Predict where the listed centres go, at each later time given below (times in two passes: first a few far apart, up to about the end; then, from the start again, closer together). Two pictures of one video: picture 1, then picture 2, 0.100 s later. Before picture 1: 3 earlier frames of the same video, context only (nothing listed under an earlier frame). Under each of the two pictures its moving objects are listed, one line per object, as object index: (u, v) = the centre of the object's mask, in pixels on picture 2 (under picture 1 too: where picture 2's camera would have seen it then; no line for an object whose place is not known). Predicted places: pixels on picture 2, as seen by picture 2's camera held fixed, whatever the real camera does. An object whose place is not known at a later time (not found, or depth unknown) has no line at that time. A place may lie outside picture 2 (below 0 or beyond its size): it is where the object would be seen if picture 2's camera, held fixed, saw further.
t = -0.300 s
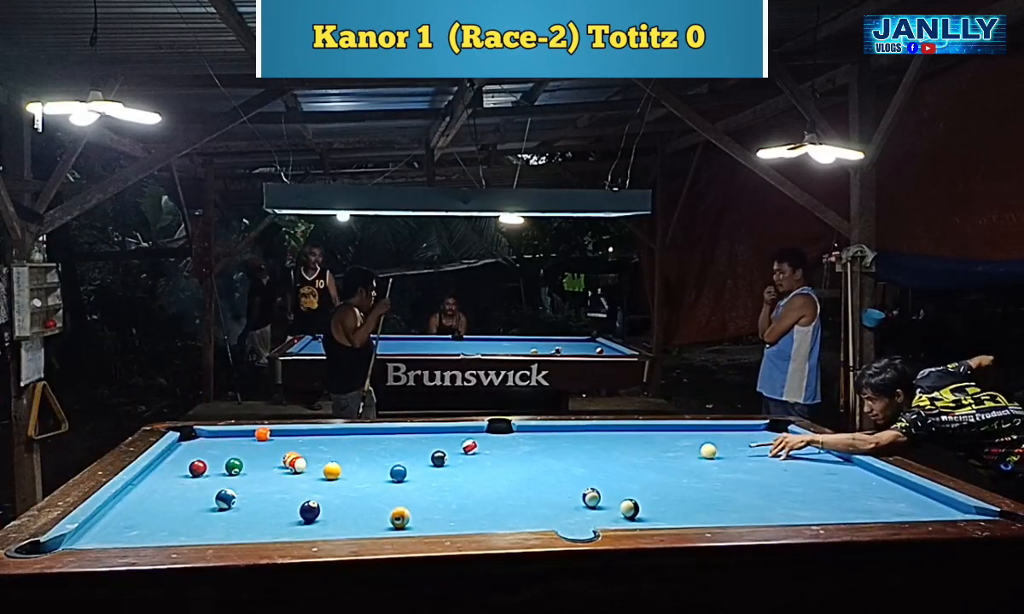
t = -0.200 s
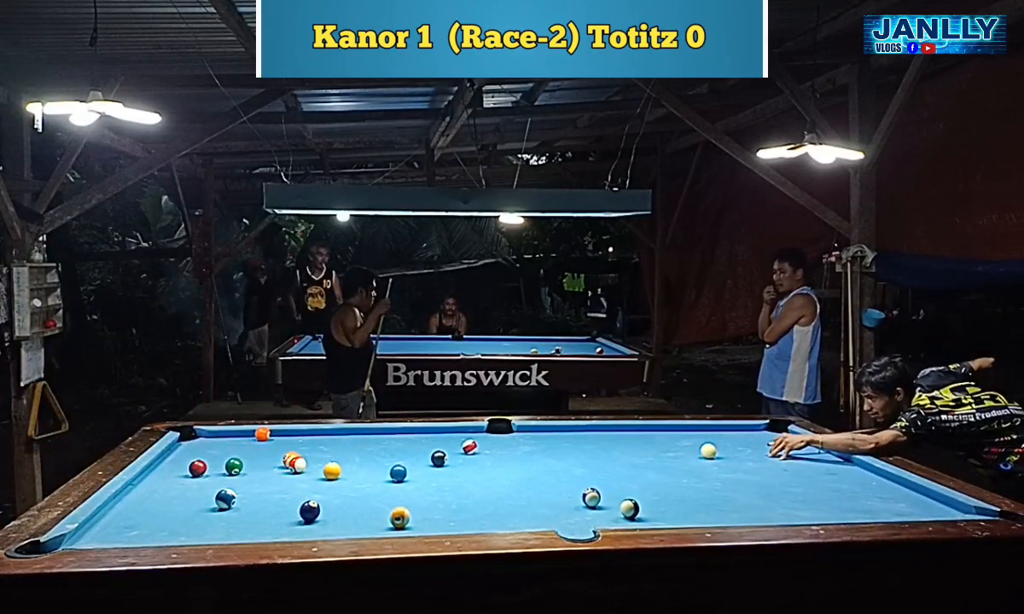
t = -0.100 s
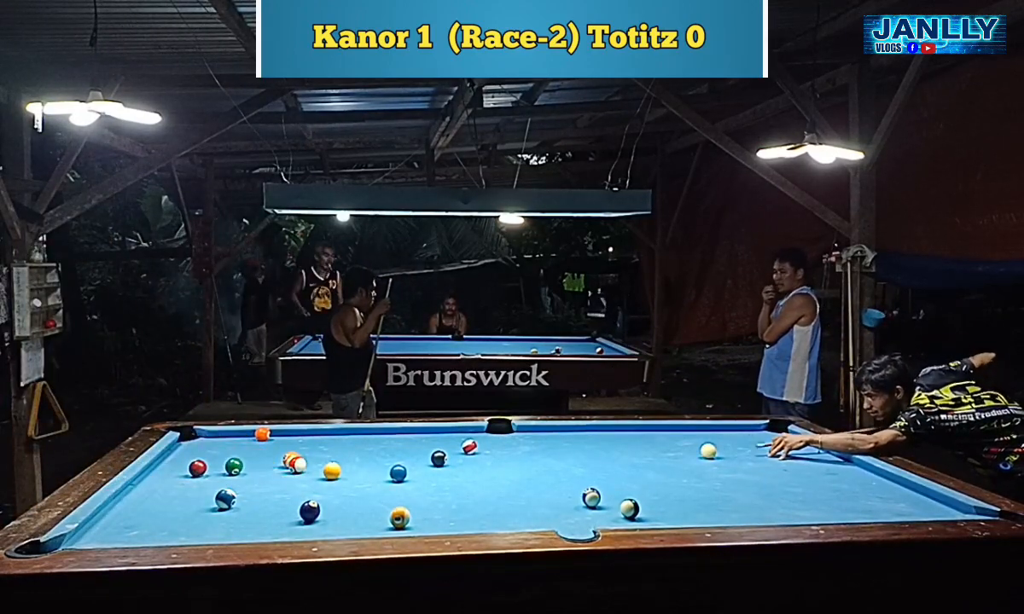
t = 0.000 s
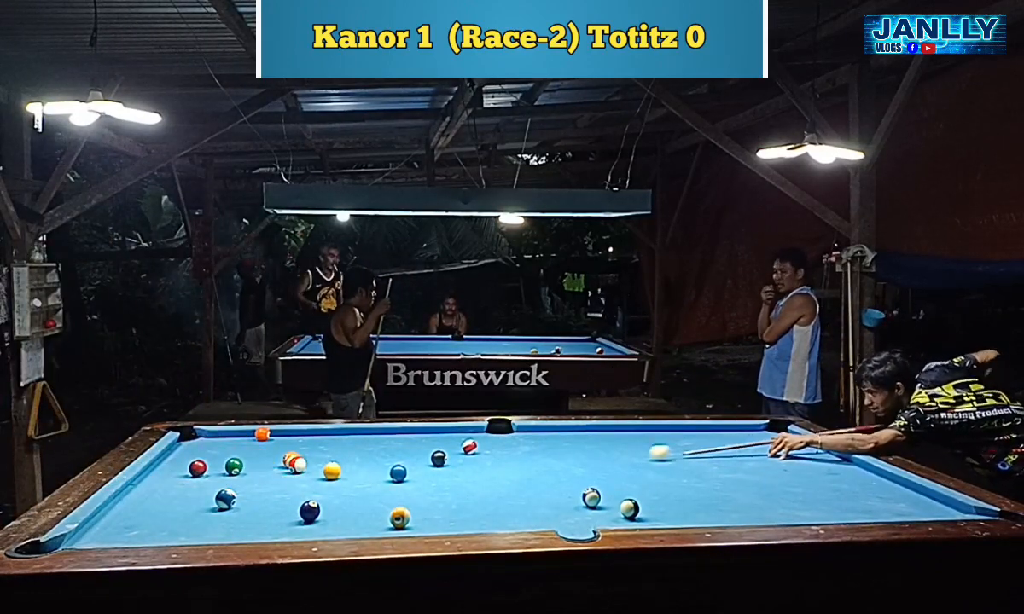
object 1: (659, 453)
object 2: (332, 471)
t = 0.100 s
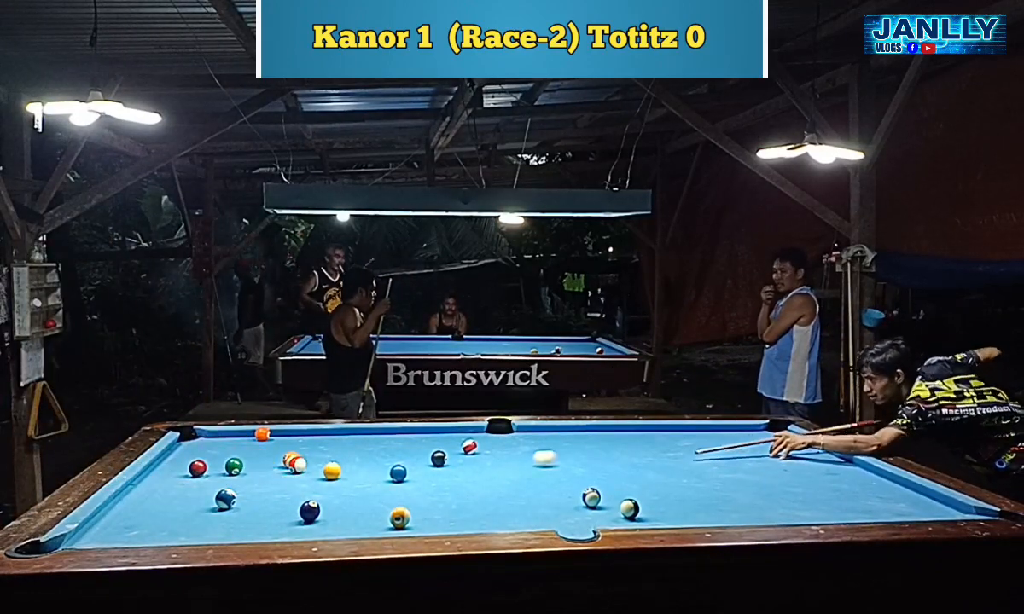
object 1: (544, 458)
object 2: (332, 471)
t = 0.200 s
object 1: (424, 465)
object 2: (332, 471)
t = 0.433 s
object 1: (335, 471)
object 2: (144, 482)
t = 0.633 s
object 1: (305, 472)
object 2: (278, 485)
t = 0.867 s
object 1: (270, 474)
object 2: (414, 487)
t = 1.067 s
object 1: (241, 475)
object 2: (527, 489)
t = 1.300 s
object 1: (208, 476)
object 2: (657, 493)
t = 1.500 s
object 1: (182, 476)
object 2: (769, 497)
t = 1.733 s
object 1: (152, 477)
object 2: (898, 500)
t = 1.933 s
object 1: (154, 475)
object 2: (919, 504)
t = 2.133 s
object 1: (168, 472)
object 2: (875, 506)
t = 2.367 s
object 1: (180, 469)
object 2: (823, 508)
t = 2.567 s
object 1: (183, 467)
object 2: (778, 510)
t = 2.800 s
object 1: (186, 466)
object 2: (726, 512)
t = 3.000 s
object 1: (189, 465)
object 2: (681, 513)
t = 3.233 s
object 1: (192, 463)
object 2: (628, 513)
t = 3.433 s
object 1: (192, 464)
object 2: (584, 518)
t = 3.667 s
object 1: (194, 463)
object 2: (533, 518)
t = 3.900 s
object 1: (193, 463)
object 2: (482, 521)
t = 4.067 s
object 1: (193, 463)
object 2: (445, 523)
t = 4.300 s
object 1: (193, 463)
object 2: (395, 525)
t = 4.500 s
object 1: (194, 463)
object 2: (352, 527)
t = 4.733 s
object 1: (194, 463)
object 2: (302, 530)
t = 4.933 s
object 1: (194, 463)
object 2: (262, 531)
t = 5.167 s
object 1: (194, 463)
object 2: (216, 533)
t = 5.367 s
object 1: (194, 463)
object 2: (178, 534)
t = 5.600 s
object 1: (194, 463)
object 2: (136, 535)
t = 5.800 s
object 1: (194, 463)
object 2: (101, 536)
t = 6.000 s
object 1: (194, 463)
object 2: (67, 539)
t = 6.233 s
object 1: (194, 463)
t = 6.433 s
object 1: (194, 464)
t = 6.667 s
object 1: (194, 463)
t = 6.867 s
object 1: (194, 463)
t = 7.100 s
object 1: (194, 463)
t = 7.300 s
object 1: (194, 463)
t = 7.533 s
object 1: (194, 463)
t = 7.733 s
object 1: (194, 463)
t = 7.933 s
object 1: (194, 463)
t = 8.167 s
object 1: (194, 463)
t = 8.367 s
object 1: (194, 463)
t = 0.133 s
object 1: (505, 461)
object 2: (332, 471)
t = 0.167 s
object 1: (464, 463)
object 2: (332, 471)
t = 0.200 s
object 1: (424, 465)
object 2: (332, 471)
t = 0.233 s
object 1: (382, 467)
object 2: (332, 471)
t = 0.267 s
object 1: (349, 469)
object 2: (327, 471)
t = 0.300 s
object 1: (348, 470)
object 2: (286, 473)
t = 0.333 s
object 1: (346, 470)
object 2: (245, 475)
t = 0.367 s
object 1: (343, 470)
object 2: (204, 478)
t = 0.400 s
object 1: (340, 471)
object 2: (164, 480)
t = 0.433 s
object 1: (335, 471)
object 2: (144, 482)
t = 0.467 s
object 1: (330, 471)
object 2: (169, 482)
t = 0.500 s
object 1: (325, 471)
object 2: (193, 483)
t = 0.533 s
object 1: (320, 472)
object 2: (216, 483)
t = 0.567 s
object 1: (315, 472)
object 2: (237, 483)
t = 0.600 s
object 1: (310, 472)
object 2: (259, 483)
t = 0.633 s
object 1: (305, 472)
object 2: (278, 485)
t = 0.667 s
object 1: (300, 468)
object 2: (298, 485)
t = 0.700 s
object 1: (295, 473)
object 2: (318, 485)
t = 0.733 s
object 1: (290, 473)
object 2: (337, 486)
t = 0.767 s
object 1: (285, 473)
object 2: (356, 486)
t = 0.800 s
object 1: (280, 473)
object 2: (375, 486)
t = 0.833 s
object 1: (275, 474)
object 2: (395, 486)
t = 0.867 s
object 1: (270, 474)
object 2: (414, 487)
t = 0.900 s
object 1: (265, 474)
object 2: (433, 487)
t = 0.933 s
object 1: (260, 474)
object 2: (452, 488)
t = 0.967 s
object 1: (256, 474)
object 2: (470, 488)
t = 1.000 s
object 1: (251, 474)
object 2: (489, 488)
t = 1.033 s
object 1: (246, 475)
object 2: (509, 489)
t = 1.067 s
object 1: (241, 475)
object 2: (527, 489)
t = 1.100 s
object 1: (236, 475)
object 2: (546, 490)
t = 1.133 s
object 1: (232, 475)
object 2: (564, 490)
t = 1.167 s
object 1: (227, 475)
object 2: (581, 489)
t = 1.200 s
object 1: (222, 475)
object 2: (603, 491)
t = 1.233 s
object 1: (218, 475)
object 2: (620, 491)
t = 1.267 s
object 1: (213, 475)
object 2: (639, 492)
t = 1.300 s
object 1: (208, 476)
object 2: (657, 493)
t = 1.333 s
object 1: (204, 476)
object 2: (676, 494)
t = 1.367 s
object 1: (199, 476)
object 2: (695, 494)
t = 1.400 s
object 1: (195, 476)
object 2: (713, 495)
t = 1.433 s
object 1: (190, 476)
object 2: (732, 496)
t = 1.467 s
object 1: (186, 476)
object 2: (751, 496)
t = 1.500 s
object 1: (182, 476)
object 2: (769, 497)
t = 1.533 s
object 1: (177, 476)
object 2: (788, 498)
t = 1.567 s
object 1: (173, 477)
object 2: (806, 498)
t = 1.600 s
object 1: (168, 477)
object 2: (825, 498)
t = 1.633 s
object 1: (164, 477)
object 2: (843, 499)
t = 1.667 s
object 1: (160, 477)
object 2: (862, 499)
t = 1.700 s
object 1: (156, 477)
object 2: (880, 500)
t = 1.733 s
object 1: (152, 477)
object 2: (898, 500)
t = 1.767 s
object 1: (147, 477)
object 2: (917, 501)
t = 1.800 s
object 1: (144, 477)
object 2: (935, 501)
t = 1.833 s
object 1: (146, 477)
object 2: (948, 502)
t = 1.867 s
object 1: (149, 476)
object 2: (938, 502)
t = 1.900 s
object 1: (152, 476)
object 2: (929, 503)
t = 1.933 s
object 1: (154, 475)
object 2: (919, 504)
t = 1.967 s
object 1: (157, 474)
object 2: (911, 505)
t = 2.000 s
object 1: (159, 474)
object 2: (904, 505)
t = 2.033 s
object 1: (161, 474)
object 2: (897, 505)
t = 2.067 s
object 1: (163, 473)
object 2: (889, 505)
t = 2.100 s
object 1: (166, 473)
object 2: (882, 506)
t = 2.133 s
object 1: (168, 472)
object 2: (875, 506)
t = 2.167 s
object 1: (170, 472)
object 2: (867, 506)
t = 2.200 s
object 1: (173, 471)
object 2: (860, 506)
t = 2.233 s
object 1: (174, 471)
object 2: (853, 507)
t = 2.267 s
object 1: (176, 470)
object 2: (845, 507)
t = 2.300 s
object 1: (178, 470)
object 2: (838, 507)
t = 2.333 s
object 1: (179, 469)
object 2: (830, 508)
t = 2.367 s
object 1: (180, 469)
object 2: (823, 508)
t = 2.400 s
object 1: (181, 468)
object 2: (815, 508)
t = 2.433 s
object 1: (181, 468)
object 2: (808, 508)
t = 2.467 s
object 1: (182, 468)
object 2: (800, 509)
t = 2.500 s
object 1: (182, 468)
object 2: (793, 509)
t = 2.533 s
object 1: (183, 467)
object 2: (785, 509)
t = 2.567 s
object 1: (183, 467)
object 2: (778, 510)
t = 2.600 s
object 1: (184, 467)
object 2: (770, 510)
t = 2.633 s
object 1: (184, 467)
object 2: (763, 510)
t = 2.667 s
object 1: (184, 466)
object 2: (756, 511)
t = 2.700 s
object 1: (184, 466)
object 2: (749, 511)
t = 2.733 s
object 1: (185, 466)
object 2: (741, 512)
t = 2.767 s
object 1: (185, 466)
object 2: (734, 512)
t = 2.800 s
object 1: (186, 466)
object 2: (726, 512)
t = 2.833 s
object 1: (186, 466)
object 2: (718, 512)
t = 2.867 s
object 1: (187, 465)
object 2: (711, 512)
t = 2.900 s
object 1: (188, 465)
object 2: (703, 512)
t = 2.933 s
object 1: (188, 465)
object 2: (696, 513)
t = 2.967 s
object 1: (188, 465)
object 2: (688, 513)
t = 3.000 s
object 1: (189, 465)
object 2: (681, 513)
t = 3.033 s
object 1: (189, 464)
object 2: (673, 513)
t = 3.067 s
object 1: (189, 464)
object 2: (666, 513)
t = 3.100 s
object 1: (190, 464)
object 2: (658, 514)
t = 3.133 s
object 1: (191, 464)
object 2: (651, 513)
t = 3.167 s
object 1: (191, 464)
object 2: (642, 513)
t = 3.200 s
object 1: (192, 463)
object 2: (635, 513)
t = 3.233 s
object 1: (192, 463)
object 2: (628, 513)
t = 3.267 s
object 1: (192, 463)
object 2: (620, 514)
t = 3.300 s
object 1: (192, 463)
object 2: (613, 515)
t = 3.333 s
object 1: (192, 464)
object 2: (606, 515)
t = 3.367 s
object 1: (192, 464)
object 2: (599, 516)
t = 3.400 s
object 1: (192, 464)
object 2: (591, 517)
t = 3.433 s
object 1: (192, 464)
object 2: (584, 518)
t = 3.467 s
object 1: (193, 463)
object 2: (577, 519)
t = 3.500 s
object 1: (193, 463)
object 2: (569, 519)
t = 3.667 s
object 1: (194, 463)
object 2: (533, 518)
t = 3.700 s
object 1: (194, 463)
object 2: (525, 518)
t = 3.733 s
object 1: (194, 463)
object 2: (518, 519)
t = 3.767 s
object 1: (193, 463)
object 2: (511, 520)
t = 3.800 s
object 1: (193, 464)
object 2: (504, 521)
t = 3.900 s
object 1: (193, 463)
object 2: (482, 521)
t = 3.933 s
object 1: (194, 463)
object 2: (474, 521)
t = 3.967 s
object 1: (193, 463)
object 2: (467, 522)
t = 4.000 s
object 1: (193, 463)
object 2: (460, 522)
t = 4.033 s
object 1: (193, 463)
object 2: (453, 522)
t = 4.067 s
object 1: (193, 463)
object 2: (445, 523)
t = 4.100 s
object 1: (193, 463)
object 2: (438, 523)
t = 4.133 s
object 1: (193, 463)
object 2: (431, 524)
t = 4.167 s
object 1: (193, 463)
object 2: (424, 524)
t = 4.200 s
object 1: (194, 463)
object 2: (417, 524)
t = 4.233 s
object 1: (193, 463)
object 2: (409, 525)
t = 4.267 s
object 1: (193, 463)
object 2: (402, 524)
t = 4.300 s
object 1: (193, 463)
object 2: (395, 525)
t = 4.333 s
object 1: (193, 463)
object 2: (388, 526)
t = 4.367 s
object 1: (194, 463)
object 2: (380, 526)
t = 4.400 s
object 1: (194, 463)
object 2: (373, 526)
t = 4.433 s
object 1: (194, 463)
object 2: (366, 527)
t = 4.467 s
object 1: (194, 463)
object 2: (359, 527)
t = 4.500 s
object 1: (194, 463)
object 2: (352, 527)
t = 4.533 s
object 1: (194, 463)
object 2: (345, 528)
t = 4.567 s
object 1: (194, 463)
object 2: (338, 528)
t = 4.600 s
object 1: (194, 463)
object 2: (331, 528)
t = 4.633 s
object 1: (194, 463)
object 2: (324, 529)
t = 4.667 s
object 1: (194, 463)
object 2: (316, 529)
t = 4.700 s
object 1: (194, 463)
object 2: (309, 529)
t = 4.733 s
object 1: (194, 463)
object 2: (302, 530)
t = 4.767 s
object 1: (194, 463)
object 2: (295, 530)
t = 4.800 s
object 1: (194, 463)
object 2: (289, 530)
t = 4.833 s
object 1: (194, 463)
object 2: (281, 531)
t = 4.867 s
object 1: (194, 463)
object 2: (275, 531)
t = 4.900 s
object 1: (194, 463)
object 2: (268, 531)
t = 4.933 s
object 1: (194, 463)
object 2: (262, 531)
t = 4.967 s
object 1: (194, 463)
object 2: (255, 532)
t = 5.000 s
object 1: (194, 463)
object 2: (248, 532)
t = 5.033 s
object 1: (194, 463)
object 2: (242, 532)
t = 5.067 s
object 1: (194, 463)
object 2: (235, 532)
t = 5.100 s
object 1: (194, 463)
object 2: (229, 532)
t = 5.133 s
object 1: (194, 463)
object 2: (222, 533)
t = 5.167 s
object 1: (194, 463)
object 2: (216, 533)
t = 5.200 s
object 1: (194, 463)
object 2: (210, 533)
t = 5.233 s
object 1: (194, 463)
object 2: (203, 533)
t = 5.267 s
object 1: (194, 463)
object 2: (197, 534)
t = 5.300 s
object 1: (194, 463)
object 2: (191, 534)
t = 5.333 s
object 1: (194, 463)
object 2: (185, 534)
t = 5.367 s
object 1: (194, 463)
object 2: (178, 534)
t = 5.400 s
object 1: (194, 463)
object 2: (172, 534)
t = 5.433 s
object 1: (194, 463)
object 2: (166, 534)
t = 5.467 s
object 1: (194, 463)
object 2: (160, 534)
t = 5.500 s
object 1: (194, 463)
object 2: (154, 534)
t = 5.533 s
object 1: (194, 463)
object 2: (148, 535)
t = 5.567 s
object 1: (194, 463)
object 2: (142, 535)
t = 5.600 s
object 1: (194, 463)
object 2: (136, 535)
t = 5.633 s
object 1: (194, 463)
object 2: (130, 535)
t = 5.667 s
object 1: (194, 463)
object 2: (124, 535)
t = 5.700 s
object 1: (194, 463)
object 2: (118, 535)
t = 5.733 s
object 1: (194, 463)
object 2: (113, 535)
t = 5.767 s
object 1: (194, 463)
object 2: (107, 536)
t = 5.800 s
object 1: (194, 463)
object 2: (101, 536)
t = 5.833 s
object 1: (194, 463)
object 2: (94, 536)
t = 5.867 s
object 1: (194, 463)
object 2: (89, 537)
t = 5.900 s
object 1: (194, 463)
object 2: (83, 537)
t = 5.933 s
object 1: (194, 463)
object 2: (78, 537)
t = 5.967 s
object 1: (194, 463)
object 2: (72, 538)
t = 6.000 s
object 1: (194, 463)
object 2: (67, 539)
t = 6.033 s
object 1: (194, 463)
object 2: (67, 539)
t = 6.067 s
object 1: (194, 463)
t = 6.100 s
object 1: (194, 463)
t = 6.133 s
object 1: (194, 464)
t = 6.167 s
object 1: (194, 463)
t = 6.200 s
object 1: (194, 464)
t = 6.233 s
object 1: (194, 463)
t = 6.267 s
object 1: (194, 463)
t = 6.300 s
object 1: (194, 464)
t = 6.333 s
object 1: (194, 463)
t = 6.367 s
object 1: (194, 463)
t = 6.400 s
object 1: (194, 464)
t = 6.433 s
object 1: (194, 464)
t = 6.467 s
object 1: (194, 464)
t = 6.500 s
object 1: (194, 464)
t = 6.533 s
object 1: (194, 464)
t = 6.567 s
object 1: (194, 464)
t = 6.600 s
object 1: (194, 463)
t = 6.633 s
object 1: (194, 464)
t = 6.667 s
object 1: (194, 463)
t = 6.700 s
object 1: (194, 464)
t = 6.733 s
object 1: (194, 464)
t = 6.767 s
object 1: (194, 463)
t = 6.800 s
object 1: (194, 463)
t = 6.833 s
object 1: (194, 463)
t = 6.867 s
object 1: (194, 463)
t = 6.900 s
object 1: (194, 463)
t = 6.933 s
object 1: (194, 464)
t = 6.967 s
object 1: (194, 463)
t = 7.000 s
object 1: (194, 463)
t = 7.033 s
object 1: (194, 463)
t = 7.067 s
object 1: (194, 463)
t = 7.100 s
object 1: (194, 463)
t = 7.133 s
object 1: (194, 463)
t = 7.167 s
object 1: (194, 463)
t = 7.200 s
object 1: (194, 463)
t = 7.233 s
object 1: (194, 463)
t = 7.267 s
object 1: (194, 463)
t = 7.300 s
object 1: (194, 463)
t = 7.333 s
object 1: (194, 463)
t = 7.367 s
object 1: (194, 463)
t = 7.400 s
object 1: (194, 463)
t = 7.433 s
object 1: (194, 463)
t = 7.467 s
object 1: (194, 463)
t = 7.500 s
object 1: (194, 463)
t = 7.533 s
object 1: (194, 463)
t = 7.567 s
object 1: (194, 463)
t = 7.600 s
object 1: (194, 463)
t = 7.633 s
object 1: (194, 463)
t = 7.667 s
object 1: (194, 463)
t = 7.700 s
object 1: (194, 463)
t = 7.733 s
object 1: (194, 463)
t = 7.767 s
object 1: (194, 463)
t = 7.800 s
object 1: (194, 463)
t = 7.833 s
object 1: (194, 463)
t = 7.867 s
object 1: (194, 463)
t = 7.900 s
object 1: (194, 463)
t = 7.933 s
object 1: (194, 463)
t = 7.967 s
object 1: (194, 463)
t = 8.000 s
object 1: (194, 463)
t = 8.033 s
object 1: (194, 463)
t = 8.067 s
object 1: (194, 463)
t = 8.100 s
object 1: (194, 463)
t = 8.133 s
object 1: (194, 463)
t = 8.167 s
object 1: (194, 463)
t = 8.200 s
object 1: (194, 463)
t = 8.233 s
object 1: (194, 463)
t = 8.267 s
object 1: (194, 463)
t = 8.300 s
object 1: (194, 463)
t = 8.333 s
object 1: (194, 463)
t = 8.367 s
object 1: (194, 463)
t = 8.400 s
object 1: (194, 463)
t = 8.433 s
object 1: (194, 463)
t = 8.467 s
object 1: (194, 463)
